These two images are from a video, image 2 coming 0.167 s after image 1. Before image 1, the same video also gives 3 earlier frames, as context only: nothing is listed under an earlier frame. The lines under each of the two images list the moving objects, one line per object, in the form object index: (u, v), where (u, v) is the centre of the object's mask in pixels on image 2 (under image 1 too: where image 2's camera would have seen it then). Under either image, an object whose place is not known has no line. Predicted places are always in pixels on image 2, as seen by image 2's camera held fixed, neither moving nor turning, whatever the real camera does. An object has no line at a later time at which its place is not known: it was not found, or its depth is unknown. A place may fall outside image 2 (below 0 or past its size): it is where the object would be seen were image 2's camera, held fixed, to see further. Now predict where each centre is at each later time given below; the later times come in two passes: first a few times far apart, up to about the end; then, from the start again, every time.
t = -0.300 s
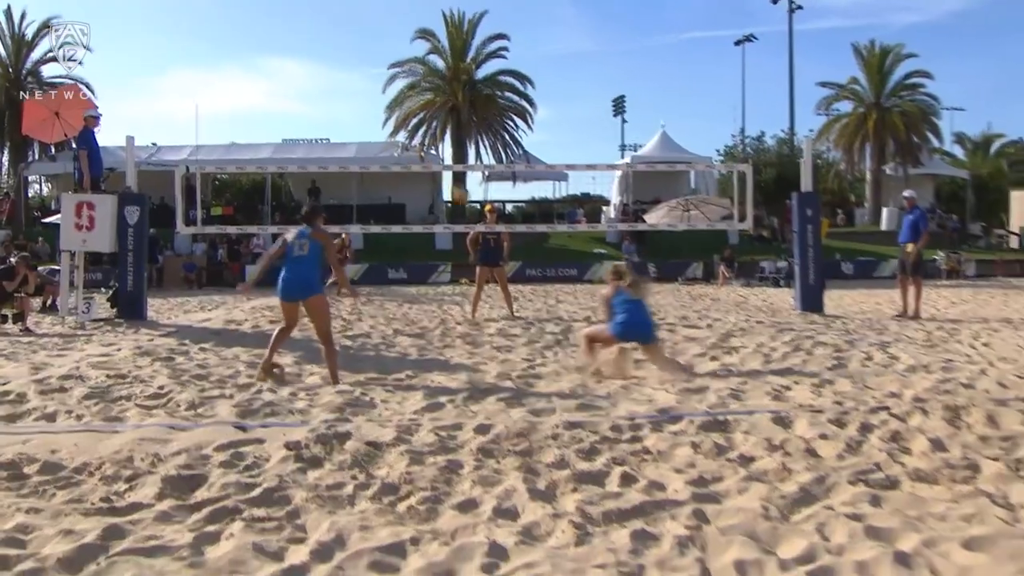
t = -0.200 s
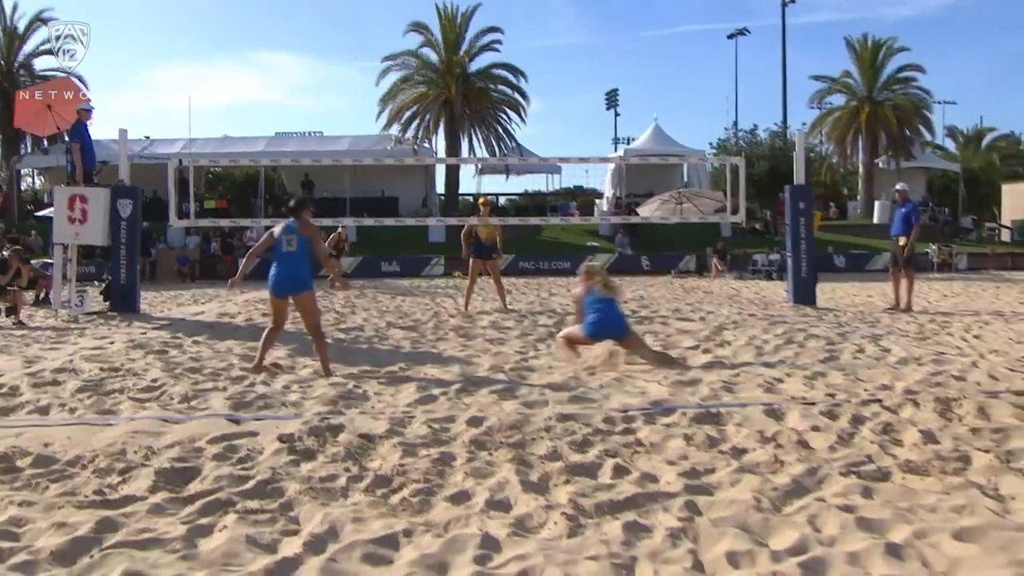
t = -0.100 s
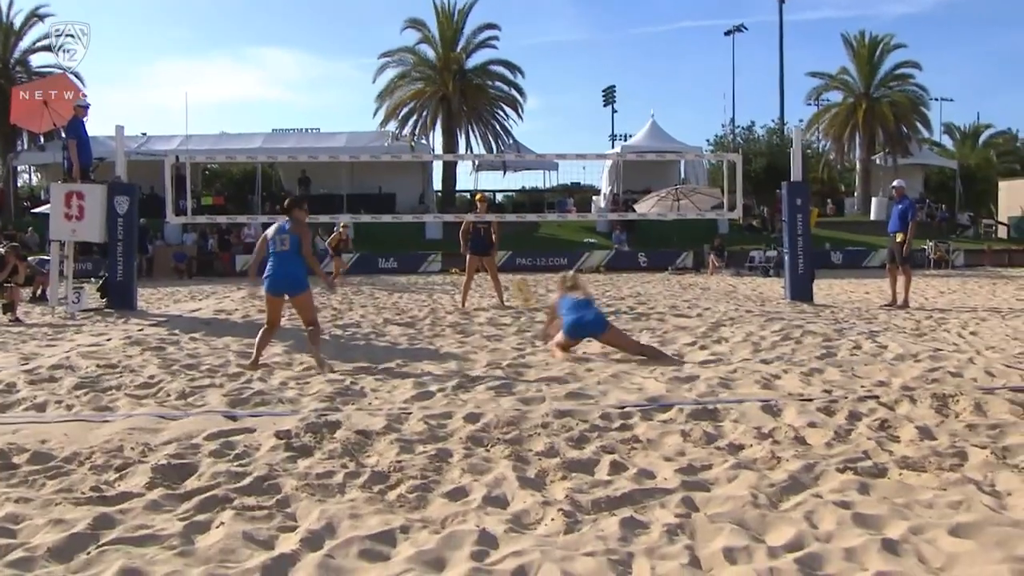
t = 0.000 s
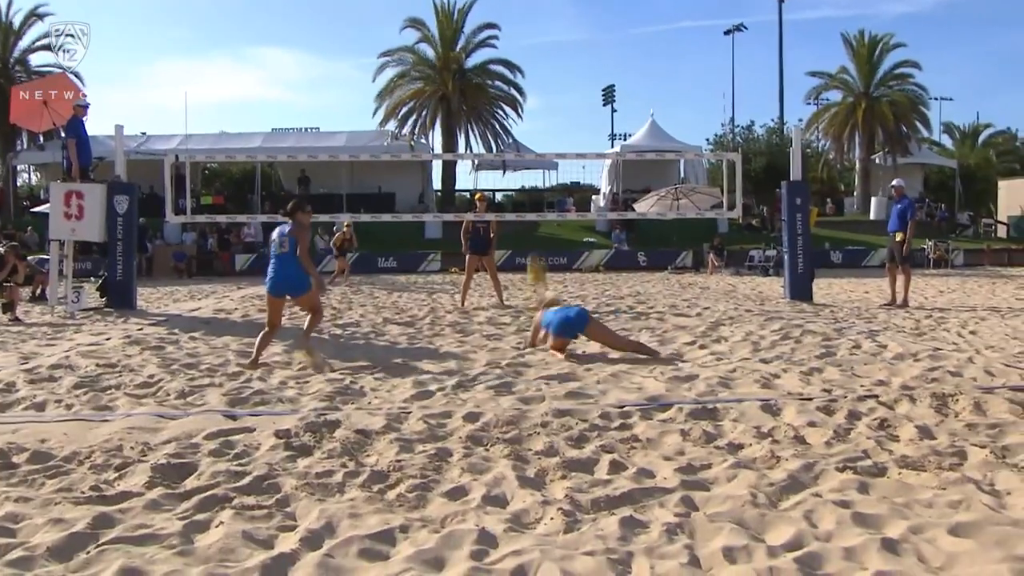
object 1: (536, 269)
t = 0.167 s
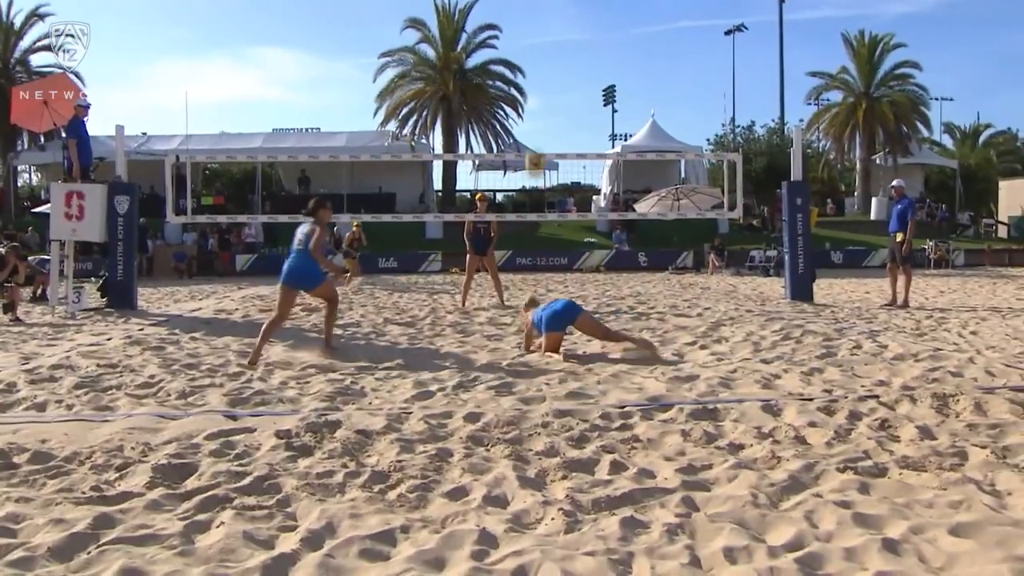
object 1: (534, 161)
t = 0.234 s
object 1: (535, 129)
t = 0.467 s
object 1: (532, 49)
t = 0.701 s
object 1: (531, 24)
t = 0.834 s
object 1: (530, 30)
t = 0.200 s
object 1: (535, 144)
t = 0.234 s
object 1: (535, 129)
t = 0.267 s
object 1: (534, 114)
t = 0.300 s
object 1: (534, 99)
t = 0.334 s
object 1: (534, 87)
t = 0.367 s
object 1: (533, 76)
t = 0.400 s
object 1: (533, 65)
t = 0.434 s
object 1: (533, 56)
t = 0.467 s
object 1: (532, 49)
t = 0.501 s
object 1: (532, 43)
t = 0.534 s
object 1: (532, 37)
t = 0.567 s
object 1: (532, 32)
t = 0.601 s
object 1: (532, 29)
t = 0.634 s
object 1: (531, 27)
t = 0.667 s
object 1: (531, 25)
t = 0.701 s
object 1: (531, 24)
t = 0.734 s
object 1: (531, 25)
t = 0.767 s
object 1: (531, 26)
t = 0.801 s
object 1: (530, 28)
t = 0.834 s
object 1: (530, 30)
